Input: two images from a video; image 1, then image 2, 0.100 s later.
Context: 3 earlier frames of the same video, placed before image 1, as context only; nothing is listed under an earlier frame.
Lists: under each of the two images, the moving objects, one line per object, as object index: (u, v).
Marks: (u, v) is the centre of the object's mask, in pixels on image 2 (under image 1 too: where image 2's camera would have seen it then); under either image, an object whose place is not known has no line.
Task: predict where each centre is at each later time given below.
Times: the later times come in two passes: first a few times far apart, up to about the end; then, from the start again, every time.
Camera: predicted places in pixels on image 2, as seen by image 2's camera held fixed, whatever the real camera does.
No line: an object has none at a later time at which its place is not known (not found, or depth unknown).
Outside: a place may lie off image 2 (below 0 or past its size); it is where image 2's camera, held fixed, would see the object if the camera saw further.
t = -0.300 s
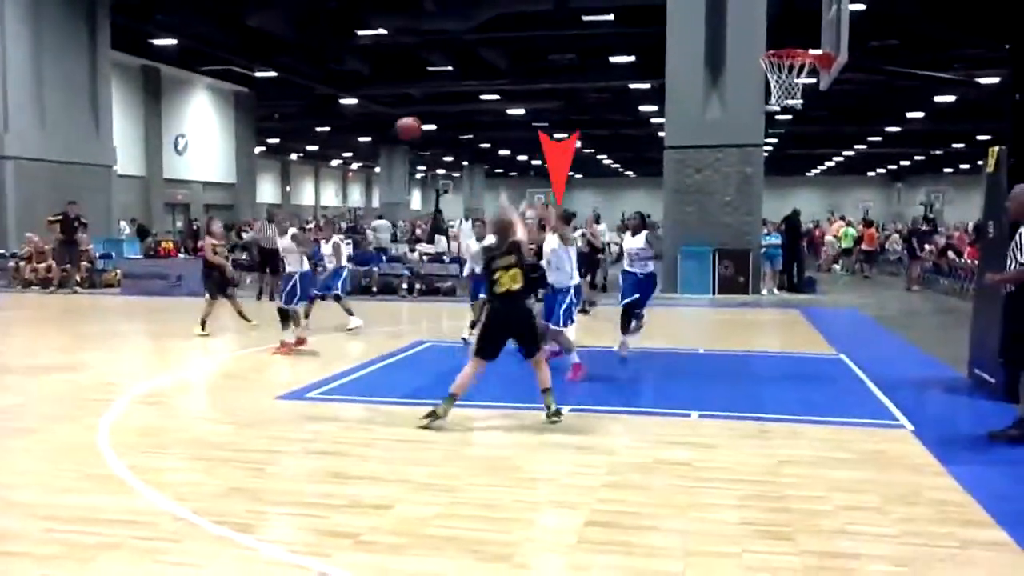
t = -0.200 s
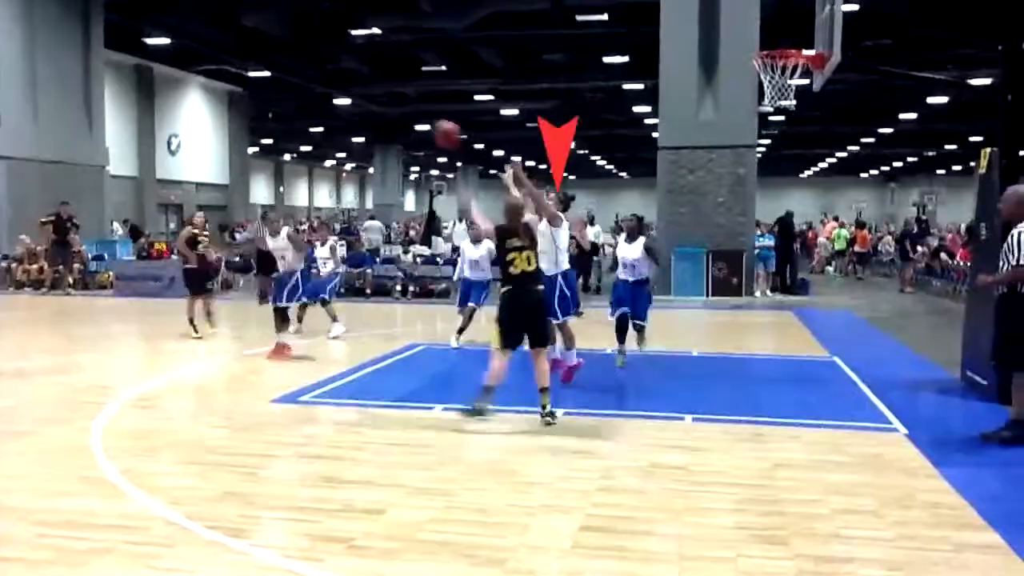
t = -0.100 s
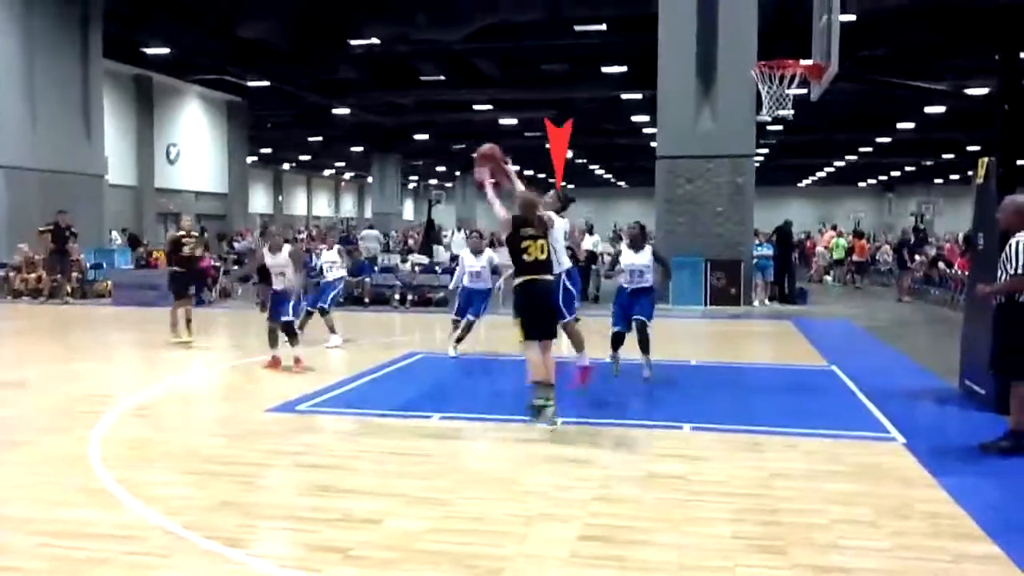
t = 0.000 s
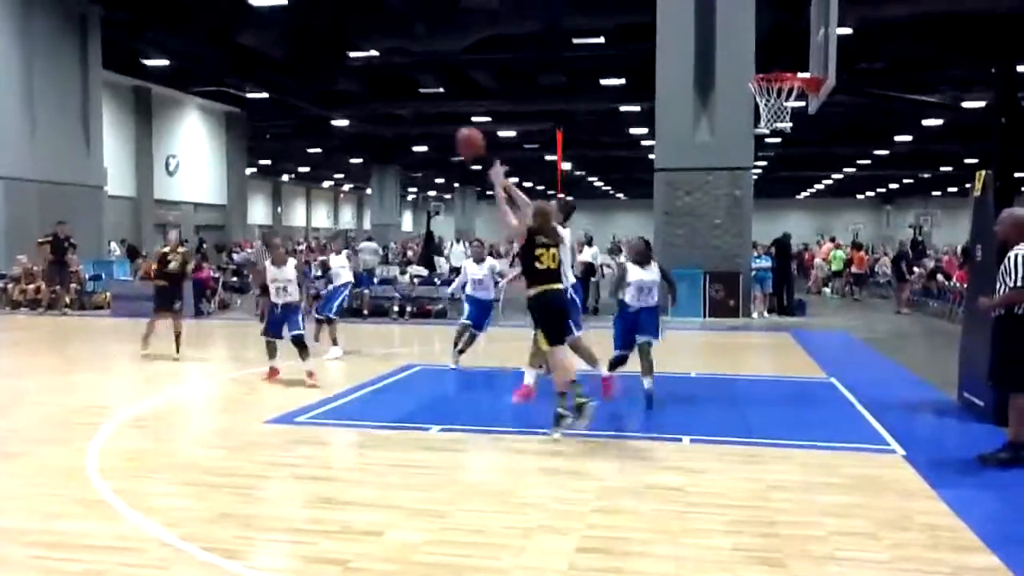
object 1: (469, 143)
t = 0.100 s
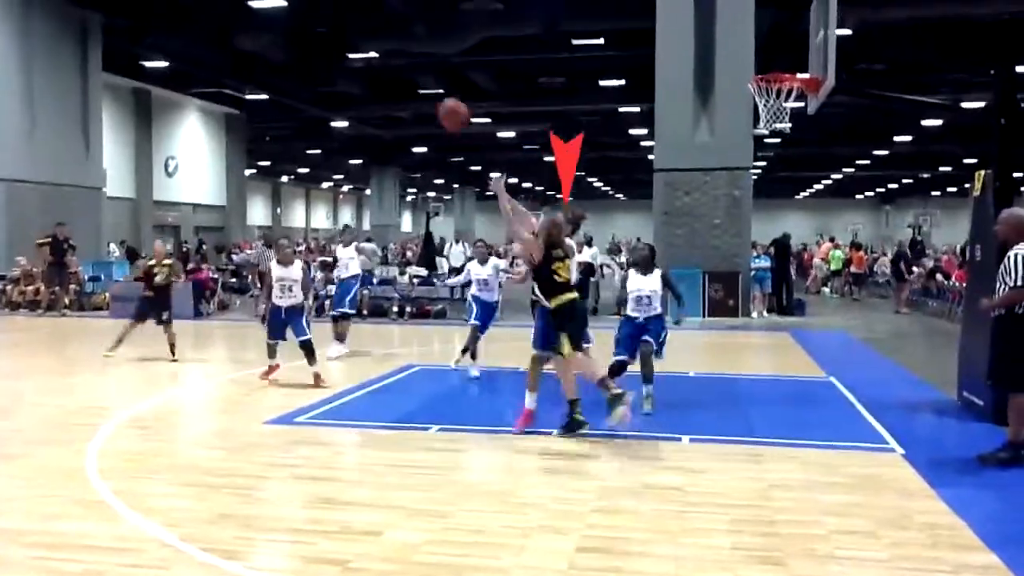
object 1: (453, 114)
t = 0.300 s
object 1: (420, 94)
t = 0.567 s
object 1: (373, 143)
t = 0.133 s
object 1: (447, 108)
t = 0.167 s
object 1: (443, 102)
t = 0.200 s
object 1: (436, 98)
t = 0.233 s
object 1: (431, 96)
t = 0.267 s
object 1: (425, 94)
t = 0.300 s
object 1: (420, 94)
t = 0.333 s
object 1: (414, 95)
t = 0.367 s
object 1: (408, 98)
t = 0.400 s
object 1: (403, 101)
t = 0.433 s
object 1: (398, 107)
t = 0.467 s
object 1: (392, 112)
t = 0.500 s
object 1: (385, 120)
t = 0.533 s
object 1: (379, 132)
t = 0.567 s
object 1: (373, 143)
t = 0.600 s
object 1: (366, 155)
